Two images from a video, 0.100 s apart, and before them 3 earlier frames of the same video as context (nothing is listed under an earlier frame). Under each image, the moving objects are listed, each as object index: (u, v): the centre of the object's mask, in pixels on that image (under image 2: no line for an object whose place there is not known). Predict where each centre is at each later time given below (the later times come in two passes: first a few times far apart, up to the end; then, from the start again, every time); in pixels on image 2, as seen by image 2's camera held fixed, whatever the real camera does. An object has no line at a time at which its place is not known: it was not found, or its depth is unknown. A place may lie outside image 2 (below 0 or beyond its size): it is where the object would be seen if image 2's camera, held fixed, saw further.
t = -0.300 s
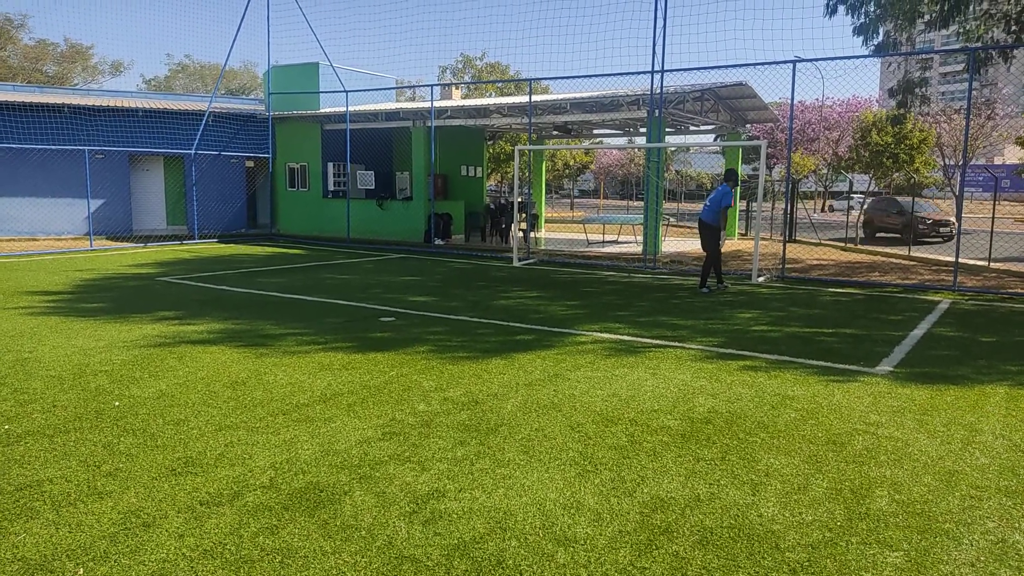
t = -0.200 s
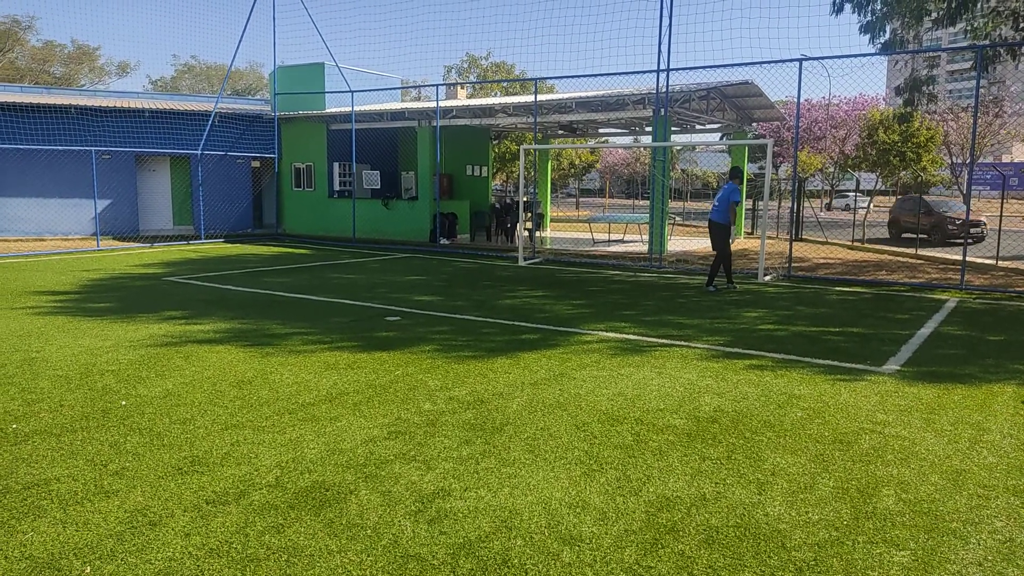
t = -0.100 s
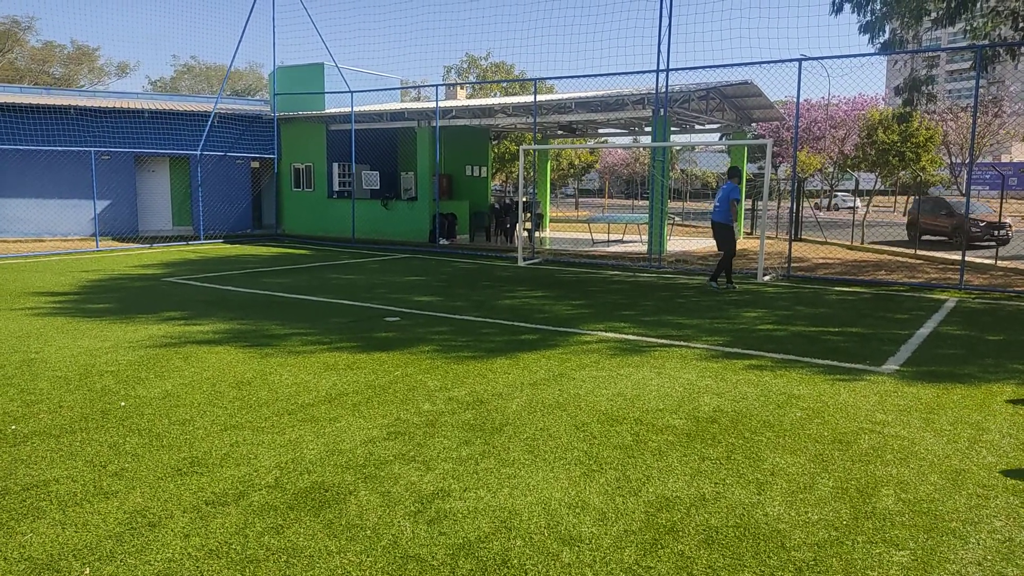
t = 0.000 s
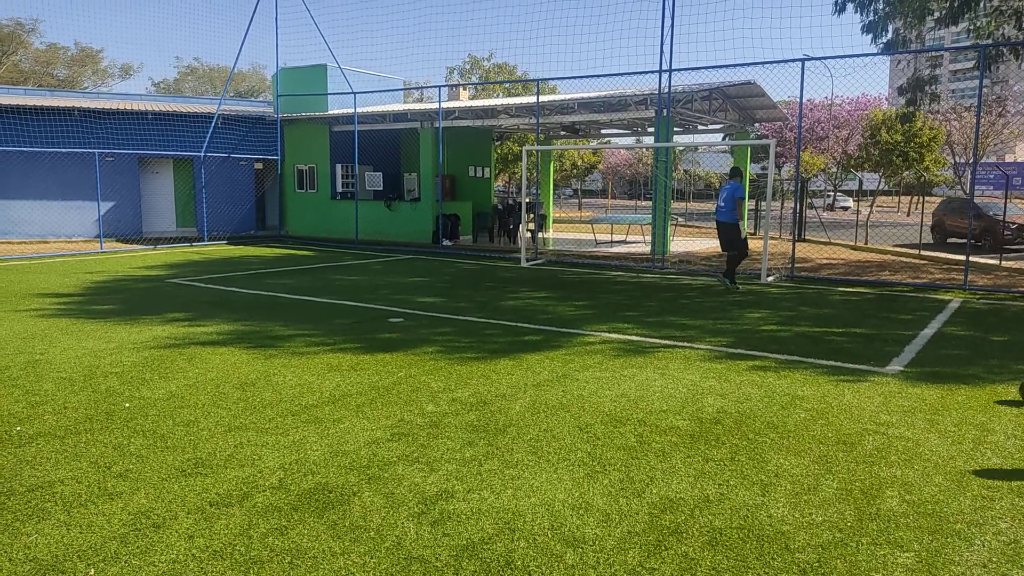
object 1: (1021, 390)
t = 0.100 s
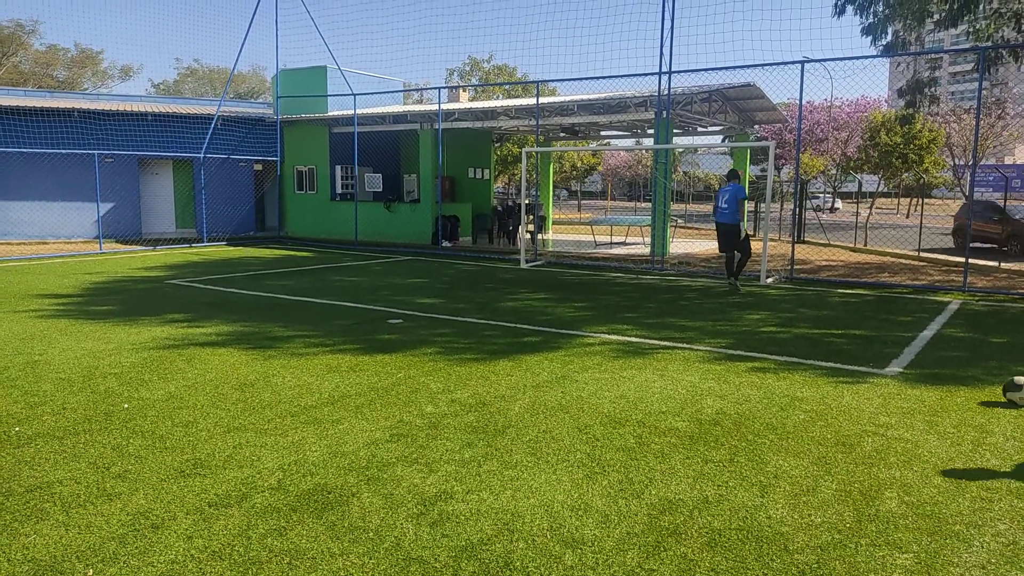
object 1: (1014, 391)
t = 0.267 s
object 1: (996, 390)
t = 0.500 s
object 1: (966, 390)
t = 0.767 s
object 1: (937, 391)
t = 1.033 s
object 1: (912, 391)
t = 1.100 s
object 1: (907, 391)
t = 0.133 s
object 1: (1012, 390)
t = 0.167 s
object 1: (1009, 390)
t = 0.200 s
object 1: (1005, 391)
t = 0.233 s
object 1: (1001, 391)
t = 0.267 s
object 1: (996, 390)
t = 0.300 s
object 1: (991, 390)
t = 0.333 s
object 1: (987, 390)
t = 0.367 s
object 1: (983, 390)
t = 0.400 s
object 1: (979, 390)
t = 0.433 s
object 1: (974, 390)
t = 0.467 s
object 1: (971, 390)
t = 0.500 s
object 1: (966, 390)
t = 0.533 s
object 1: (963, 390)
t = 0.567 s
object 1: (959, 391)
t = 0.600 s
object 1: (955, 391)
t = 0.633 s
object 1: (952, 390)
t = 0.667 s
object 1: (948, 390)
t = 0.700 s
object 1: (944, 390)
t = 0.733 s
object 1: (941, 390)
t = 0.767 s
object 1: (937, 391)
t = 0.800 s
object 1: (934, 391)
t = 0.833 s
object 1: (931, 391)
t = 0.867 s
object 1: (927, 391)
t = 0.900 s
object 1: (924, 391)
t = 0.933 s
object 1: (921, 391)
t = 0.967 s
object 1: (918, 391)
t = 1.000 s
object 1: (915, 391)
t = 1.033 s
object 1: (912, 391)
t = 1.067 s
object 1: (909, 391)
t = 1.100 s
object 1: (907, 391)
